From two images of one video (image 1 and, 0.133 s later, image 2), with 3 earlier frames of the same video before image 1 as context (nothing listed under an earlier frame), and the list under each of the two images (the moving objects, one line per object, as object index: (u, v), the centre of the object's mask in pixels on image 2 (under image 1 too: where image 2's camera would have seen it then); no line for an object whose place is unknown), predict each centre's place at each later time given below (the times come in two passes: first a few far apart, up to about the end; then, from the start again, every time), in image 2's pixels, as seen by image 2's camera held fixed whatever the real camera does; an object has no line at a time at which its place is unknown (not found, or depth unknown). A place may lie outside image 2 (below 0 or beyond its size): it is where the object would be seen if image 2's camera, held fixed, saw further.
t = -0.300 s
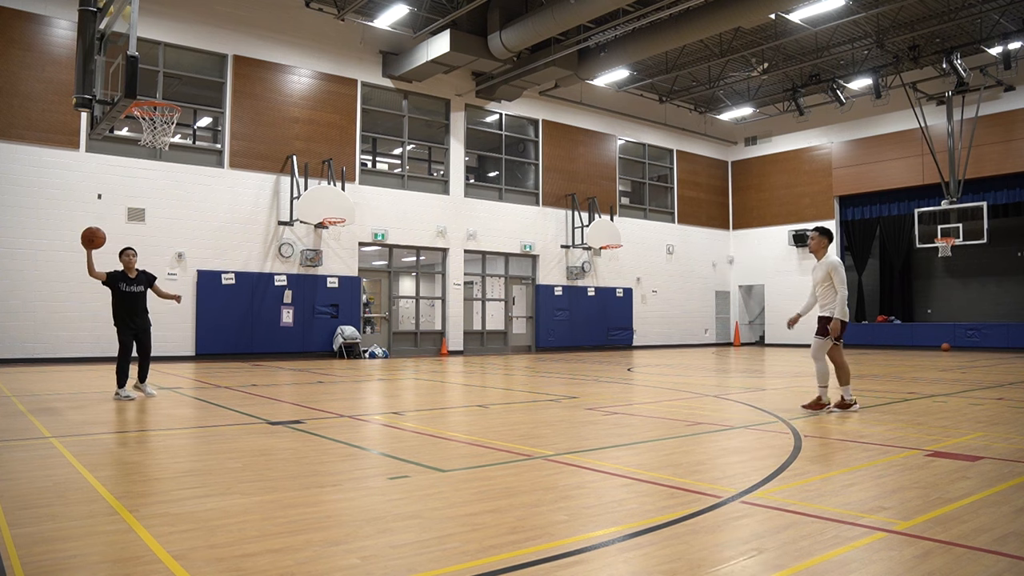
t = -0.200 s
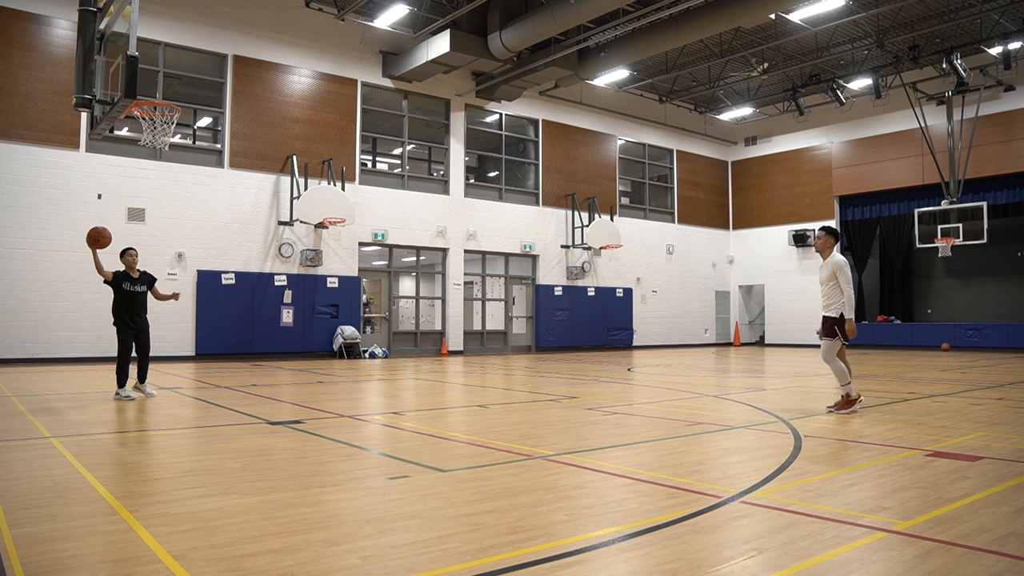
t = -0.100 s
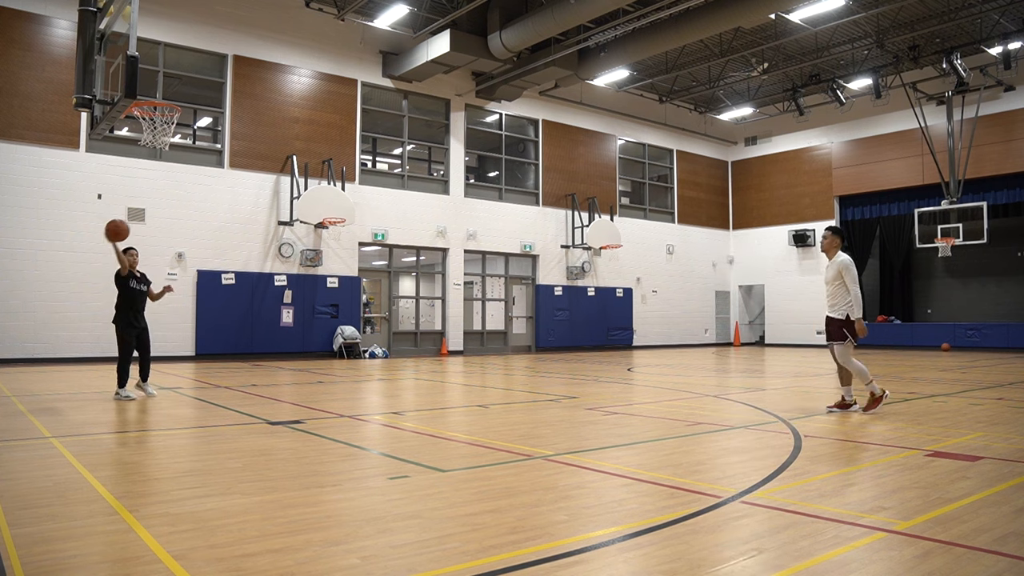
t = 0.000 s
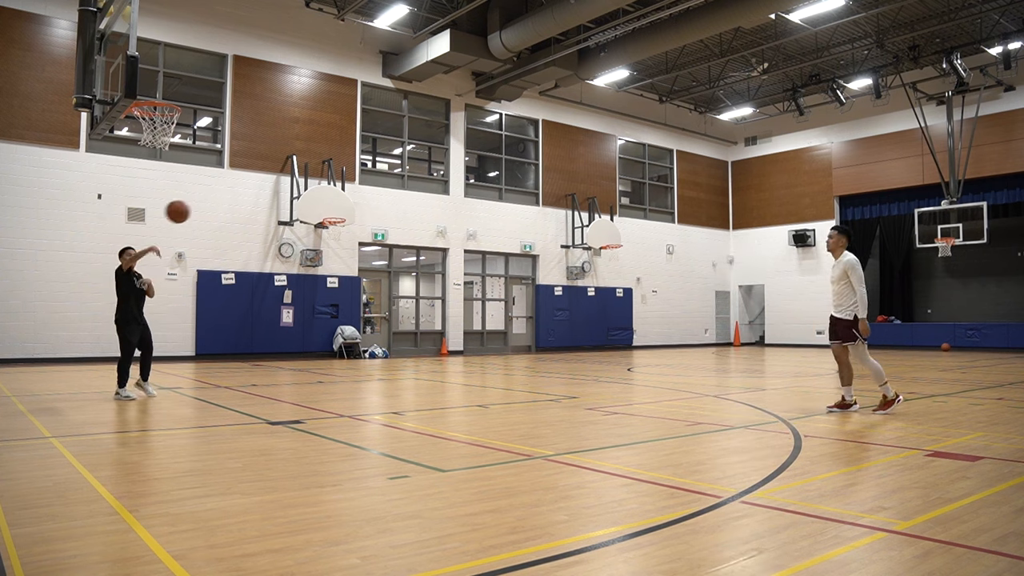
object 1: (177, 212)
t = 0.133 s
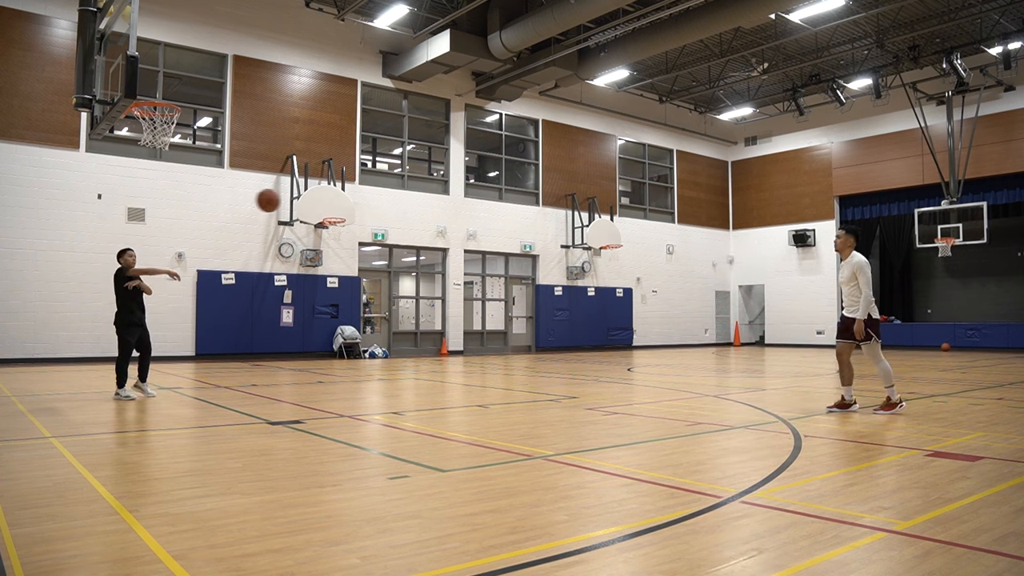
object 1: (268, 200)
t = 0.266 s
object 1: (359, 205)
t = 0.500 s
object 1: (521, 257)
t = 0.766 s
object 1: (702, 378)
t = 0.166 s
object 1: (290, 199)
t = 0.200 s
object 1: (313, 201)
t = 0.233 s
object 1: (336, 203)
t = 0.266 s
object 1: (359, 205)
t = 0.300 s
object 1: (382, 210)
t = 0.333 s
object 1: (405, 215)
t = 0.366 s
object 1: (428, 221)
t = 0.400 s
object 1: (451, 228)
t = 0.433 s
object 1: (474, 236)
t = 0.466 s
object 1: (497, 246)
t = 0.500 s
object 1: (521, 257)
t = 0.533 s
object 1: (544, 268)
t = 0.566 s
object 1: (567, 281)
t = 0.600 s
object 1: (590, 295)
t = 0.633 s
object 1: (613, 309)
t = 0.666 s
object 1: (635, 324)
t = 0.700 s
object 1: (658, 341)
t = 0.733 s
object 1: (680, 359)
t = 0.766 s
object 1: (702, 378)
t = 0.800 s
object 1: (724, 396)
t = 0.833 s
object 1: (734, 380)
